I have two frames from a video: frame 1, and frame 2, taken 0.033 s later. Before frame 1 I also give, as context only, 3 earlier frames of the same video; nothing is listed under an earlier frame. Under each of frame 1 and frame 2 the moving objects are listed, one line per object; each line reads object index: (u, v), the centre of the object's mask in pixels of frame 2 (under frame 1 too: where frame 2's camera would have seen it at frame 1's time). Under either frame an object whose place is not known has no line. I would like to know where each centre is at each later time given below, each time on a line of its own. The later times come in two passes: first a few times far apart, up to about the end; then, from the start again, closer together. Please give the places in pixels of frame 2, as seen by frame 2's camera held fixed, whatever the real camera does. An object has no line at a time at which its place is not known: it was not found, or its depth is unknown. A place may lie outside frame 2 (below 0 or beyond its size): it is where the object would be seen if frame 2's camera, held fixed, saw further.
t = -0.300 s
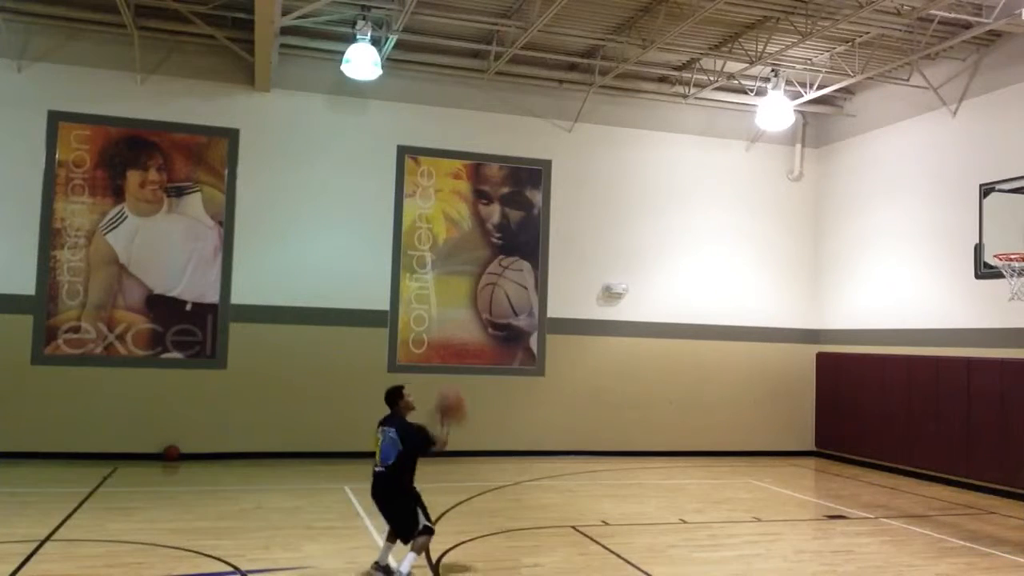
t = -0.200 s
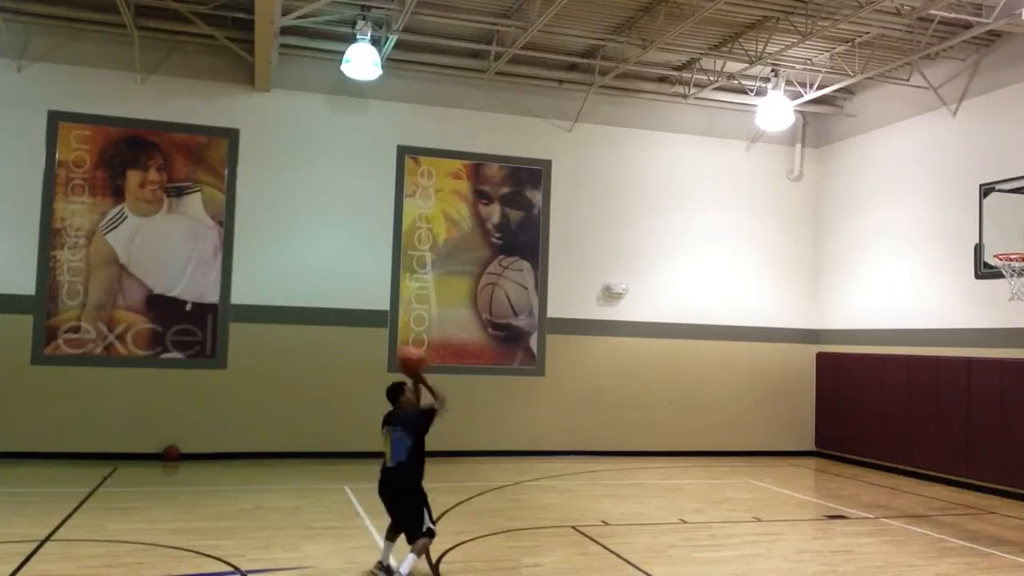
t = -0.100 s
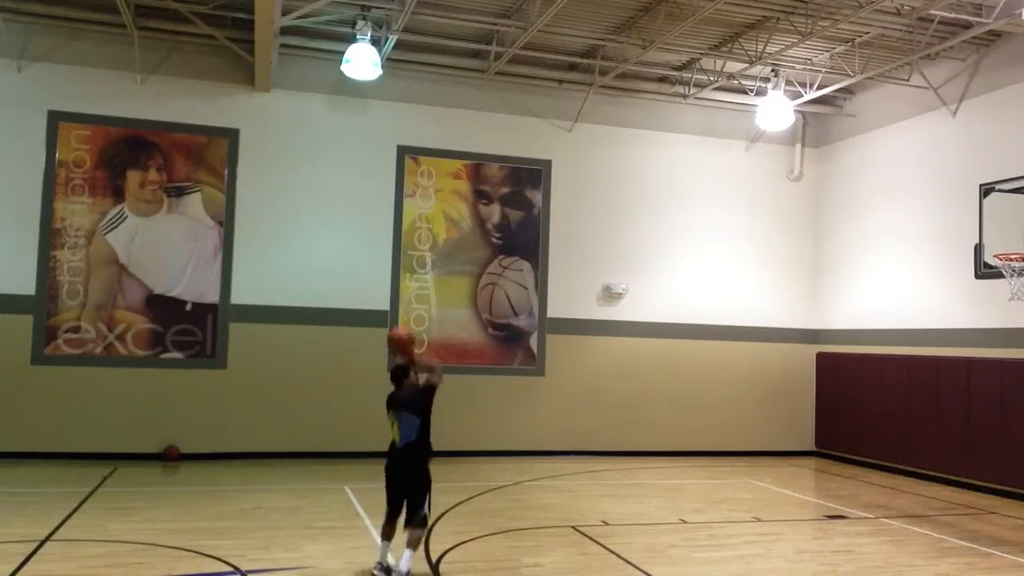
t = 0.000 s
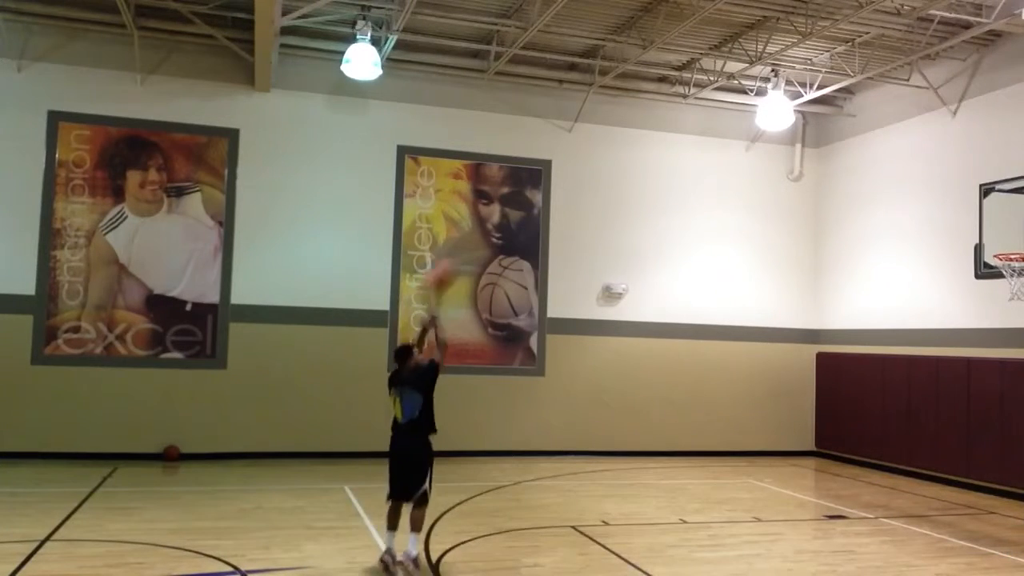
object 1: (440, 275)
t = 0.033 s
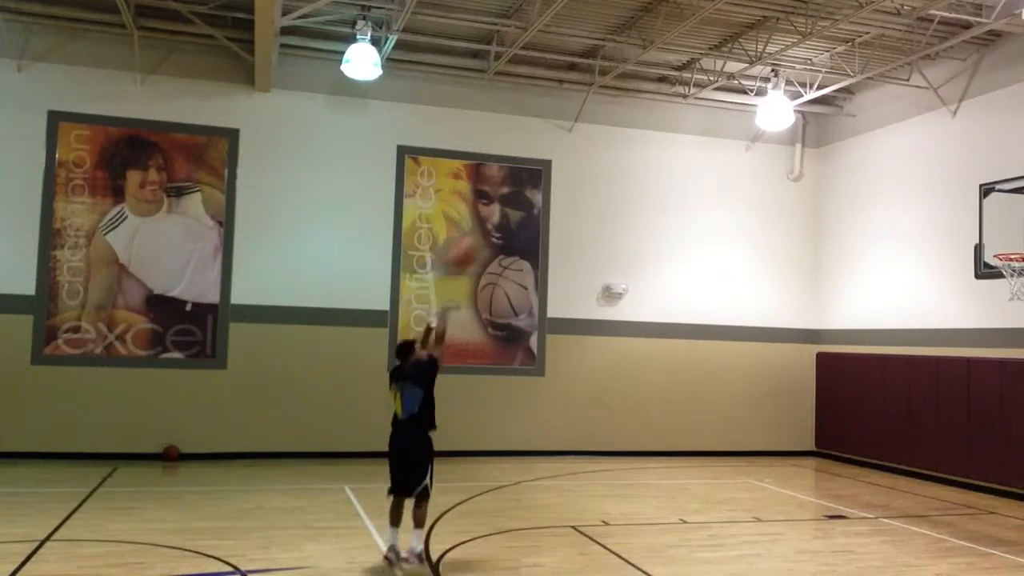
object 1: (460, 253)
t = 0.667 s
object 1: (815, 101)
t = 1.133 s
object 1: (1009, 235)
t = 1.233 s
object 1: (1021, 240)
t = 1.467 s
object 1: (1011, 235)
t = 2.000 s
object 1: (911, 356)
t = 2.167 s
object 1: (883, 446)
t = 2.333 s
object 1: (856, 525)
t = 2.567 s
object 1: (834, 427)
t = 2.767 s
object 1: (817, 388)
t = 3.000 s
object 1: (793, 389)
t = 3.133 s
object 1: (781, 412)
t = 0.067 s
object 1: (479, 236)
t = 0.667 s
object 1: (815, 101)
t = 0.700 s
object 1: (830, 104)
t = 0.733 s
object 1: (844, 107)
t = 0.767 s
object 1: (858, 113)
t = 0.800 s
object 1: (874, 119)
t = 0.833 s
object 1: (888, 127)
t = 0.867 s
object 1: (903, 136)
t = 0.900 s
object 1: (916, 145)
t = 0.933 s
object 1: (930, 156)
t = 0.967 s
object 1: (944, 167)
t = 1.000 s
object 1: (958, 180)
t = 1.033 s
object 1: (971, 191)
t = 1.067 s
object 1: (985, 207)
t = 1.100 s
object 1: (999, 222)
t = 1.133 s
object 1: (1009, 235)
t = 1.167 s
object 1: (1017, 243)
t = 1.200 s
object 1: (1019, 241)
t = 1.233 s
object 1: (1021, 240)
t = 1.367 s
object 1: (1021, 235)
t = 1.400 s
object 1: (1018, 234)
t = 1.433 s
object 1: (1015, 234)
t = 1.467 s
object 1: (1011, 235)
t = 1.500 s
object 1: (1004, 236)
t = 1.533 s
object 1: (997, 240)
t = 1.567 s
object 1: (991, 243)
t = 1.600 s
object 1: (984, 247)
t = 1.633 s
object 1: (978, 251)
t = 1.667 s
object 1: (973, 255)
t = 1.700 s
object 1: (966, 261)
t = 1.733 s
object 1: (960, 268)
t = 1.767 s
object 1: (954, 276)
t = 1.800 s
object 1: (948, 285)
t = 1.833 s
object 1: (942, 295)
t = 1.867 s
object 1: (936, 306)
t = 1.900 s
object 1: (931, 317)
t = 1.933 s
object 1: (924, 331)
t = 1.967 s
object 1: (918, 344)
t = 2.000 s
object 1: (911, 356)
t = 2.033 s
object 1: (908, 372)
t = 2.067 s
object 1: (901, 388)
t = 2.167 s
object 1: (883, 446)
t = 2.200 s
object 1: (877, 466)
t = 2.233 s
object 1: (871, 493)
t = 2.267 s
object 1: (866, 512)
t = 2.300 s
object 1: (859, 536)
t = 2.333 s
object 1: (856, 525)
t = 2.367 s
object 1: (853, 506)
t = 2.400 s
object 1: (850, 490)
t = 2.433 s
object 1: (847, 475)
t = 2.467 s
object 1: (844, 461)
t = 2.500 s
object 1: (842, 448)
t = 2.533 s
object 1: (837, 437)
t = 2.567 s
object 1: (834, 427)
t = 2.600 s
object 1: (831, 418)
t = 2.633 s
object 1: (829, 410)
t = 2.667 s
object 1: (826, 403)
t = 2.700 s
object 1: (823, 397)
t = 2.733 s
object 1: (820, 392)
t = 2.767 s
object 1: (817, 388)
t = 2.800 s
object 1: (814, 385)
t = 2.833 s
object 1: (810, 384)
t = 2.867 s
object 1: (807, 382)
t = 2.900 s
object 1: (803, 383)
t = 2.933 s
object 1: (800, 384)
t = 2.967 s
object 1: (796, 386)
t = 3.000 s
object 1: (793, 389)
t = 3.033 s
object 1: (790, 393)
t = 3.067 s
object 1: (787, 399)
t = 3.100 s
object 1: (784, 404)
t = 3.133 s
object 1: (781, 412)
